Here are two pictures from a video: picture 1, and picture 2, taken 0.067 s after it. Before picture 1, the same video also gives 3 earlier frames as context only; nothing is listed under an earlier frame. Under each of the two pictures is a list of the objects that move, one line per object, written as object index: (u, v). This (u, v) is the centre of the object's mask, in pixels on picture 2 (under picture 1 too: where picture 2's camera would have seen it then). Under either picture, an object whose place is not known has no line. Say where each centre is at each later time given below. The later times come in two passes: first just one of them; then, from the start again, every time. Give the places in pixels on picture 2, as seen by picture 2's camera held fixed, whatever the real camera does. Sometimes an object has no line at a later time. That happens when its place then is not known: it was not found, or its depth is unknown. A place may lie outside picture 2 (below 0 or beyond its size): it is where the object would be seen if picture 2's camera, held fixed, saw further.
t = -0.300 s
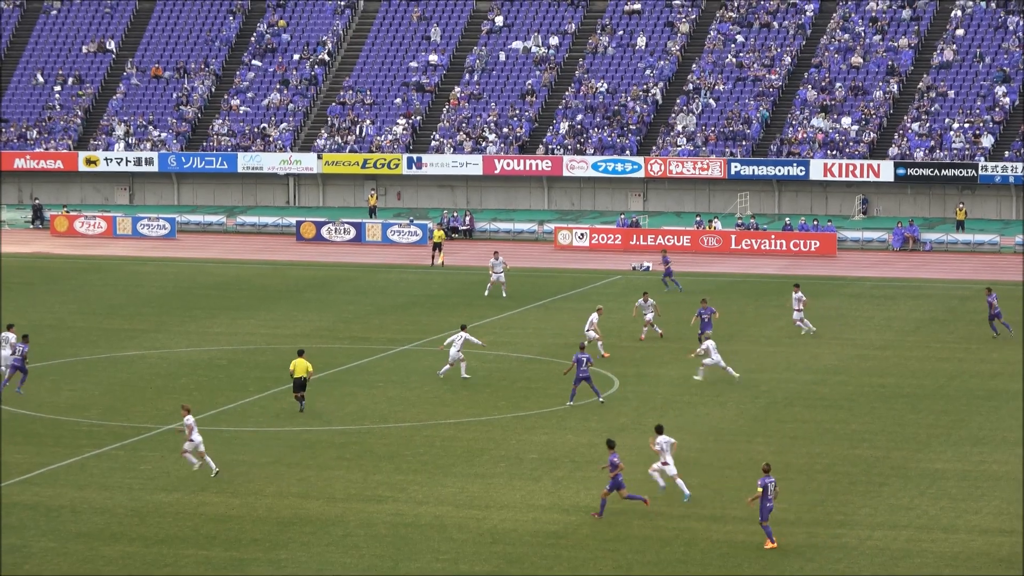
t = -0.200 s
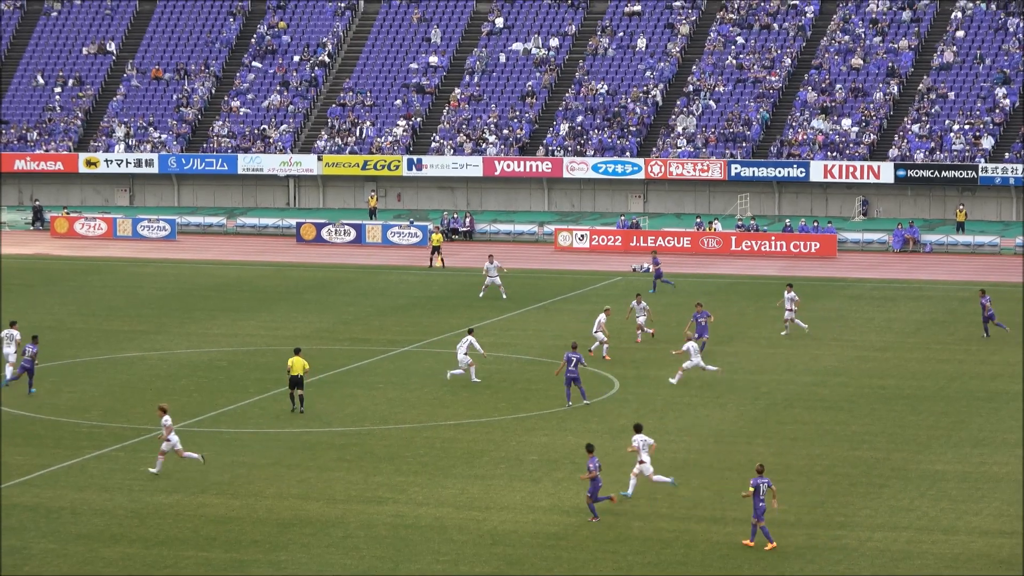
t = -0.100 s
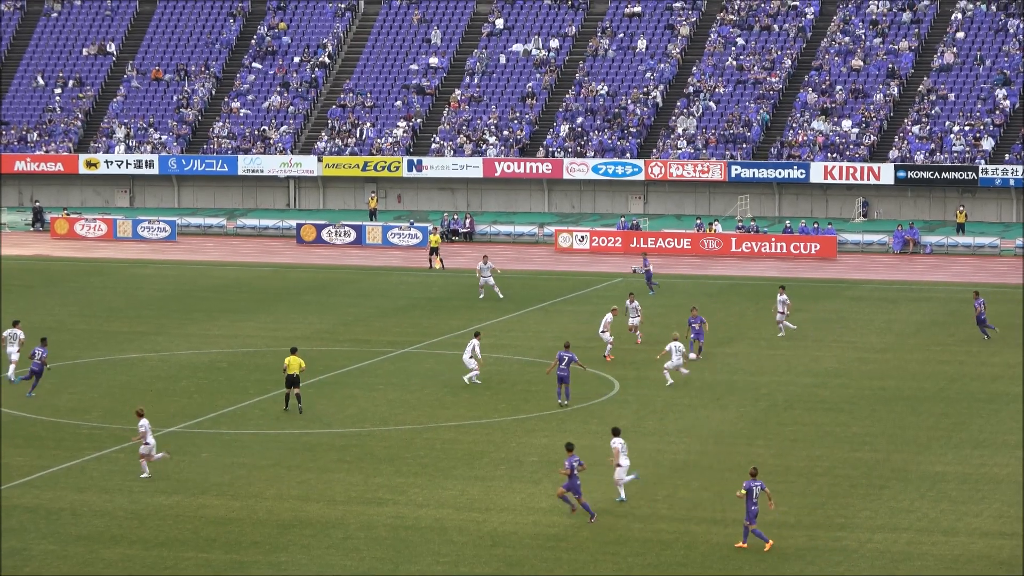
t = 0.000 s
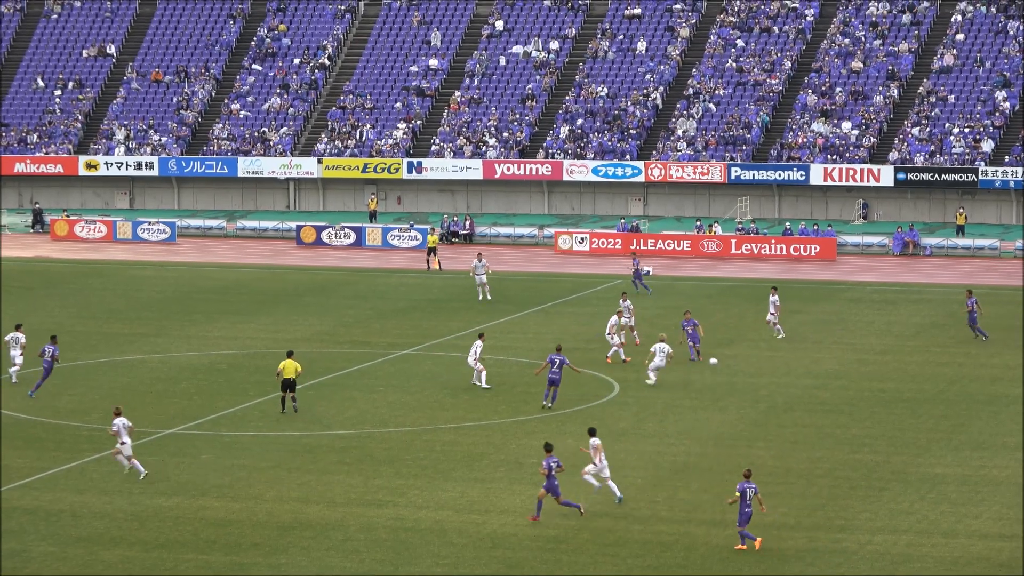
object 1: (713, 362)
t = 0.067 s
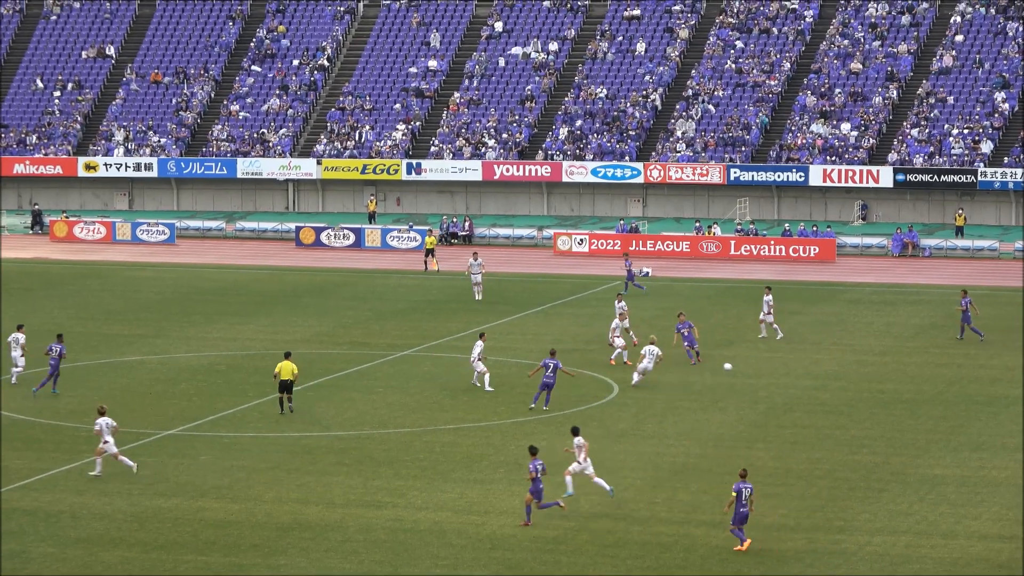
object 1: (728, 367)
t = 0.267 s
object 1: (773, 380)
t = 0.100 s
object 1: (735, 369)
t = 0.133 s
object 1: (743, 373)
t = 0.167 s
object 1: (751, 376)
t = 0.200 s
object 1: (758, 378)
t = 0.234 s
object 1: (765, 379)
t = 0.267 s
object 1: (773, 380)
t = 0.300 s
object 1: (780, 381)
